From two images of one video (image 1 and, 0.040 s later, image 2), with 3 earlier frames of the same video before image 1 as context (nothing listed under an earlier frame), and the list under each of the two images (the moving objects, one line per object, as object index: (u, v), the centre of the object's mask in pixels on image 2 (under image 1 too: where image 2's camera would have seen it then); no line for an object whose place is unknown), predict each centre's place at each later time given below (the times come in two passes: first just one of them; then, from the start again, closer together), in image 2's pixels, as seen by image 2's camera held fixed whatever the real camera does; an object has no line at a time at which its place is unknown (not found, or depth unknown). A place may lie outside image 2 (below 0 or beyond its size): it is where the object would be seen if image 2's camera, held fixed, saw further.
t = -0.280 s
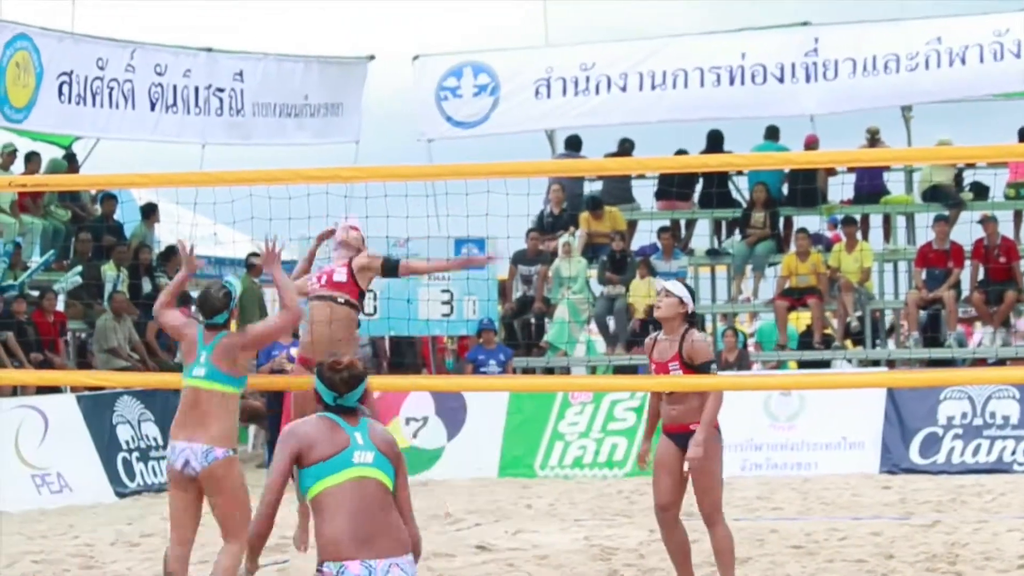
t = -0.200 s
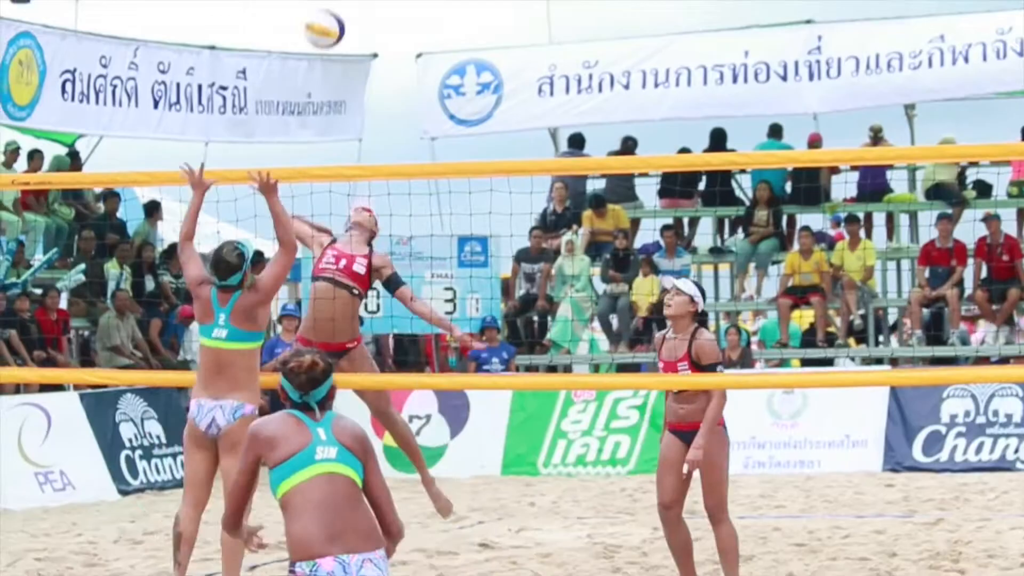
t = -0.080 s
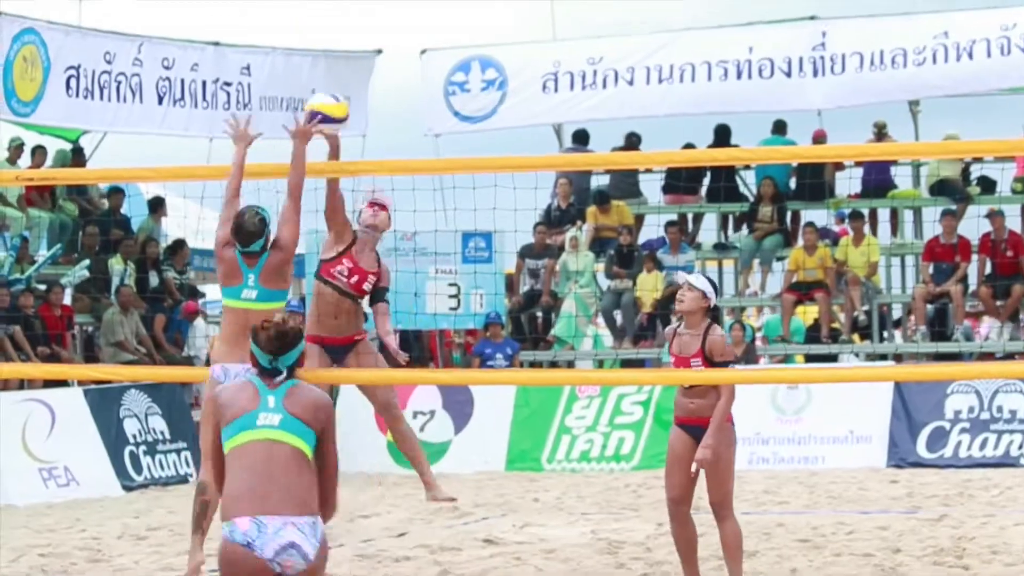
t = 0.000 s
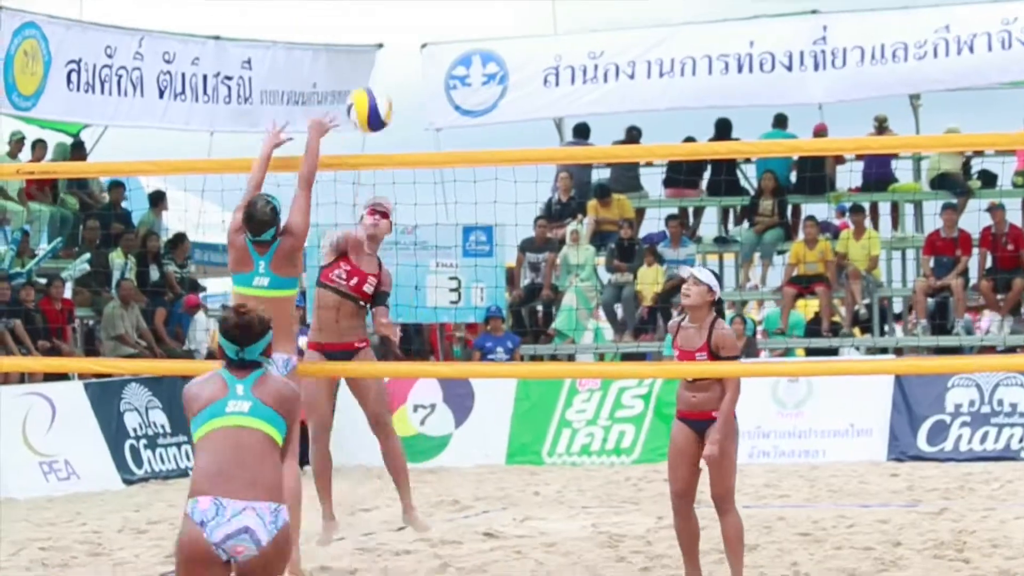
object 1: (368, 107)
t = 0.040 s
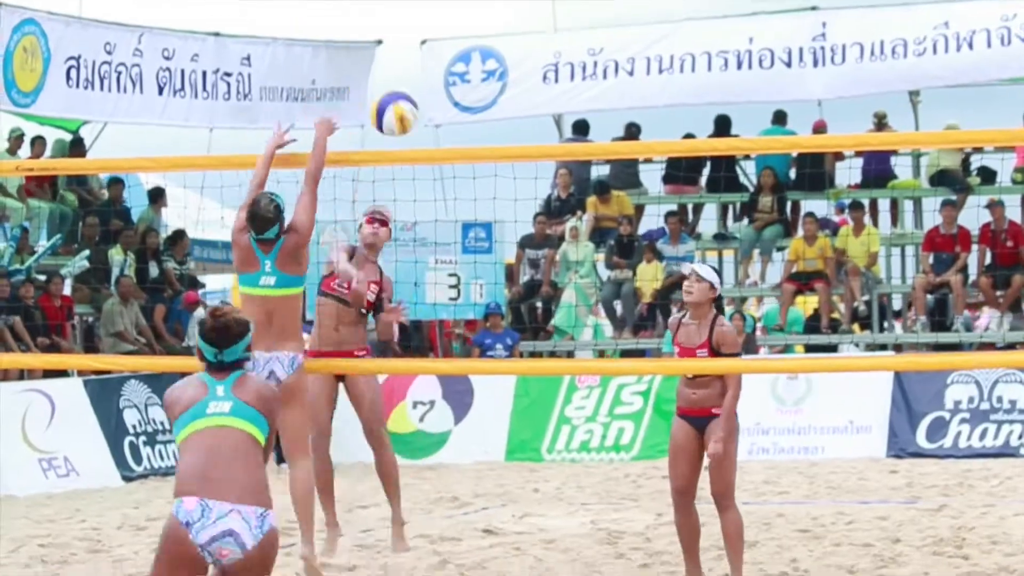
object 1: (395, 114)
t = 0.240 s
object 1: (536, 226)
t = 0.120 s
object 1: (447, 139)
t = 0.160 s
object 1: (477, 162)
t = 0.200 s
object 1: (504, 191)
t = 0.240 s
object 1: (536, 226)
